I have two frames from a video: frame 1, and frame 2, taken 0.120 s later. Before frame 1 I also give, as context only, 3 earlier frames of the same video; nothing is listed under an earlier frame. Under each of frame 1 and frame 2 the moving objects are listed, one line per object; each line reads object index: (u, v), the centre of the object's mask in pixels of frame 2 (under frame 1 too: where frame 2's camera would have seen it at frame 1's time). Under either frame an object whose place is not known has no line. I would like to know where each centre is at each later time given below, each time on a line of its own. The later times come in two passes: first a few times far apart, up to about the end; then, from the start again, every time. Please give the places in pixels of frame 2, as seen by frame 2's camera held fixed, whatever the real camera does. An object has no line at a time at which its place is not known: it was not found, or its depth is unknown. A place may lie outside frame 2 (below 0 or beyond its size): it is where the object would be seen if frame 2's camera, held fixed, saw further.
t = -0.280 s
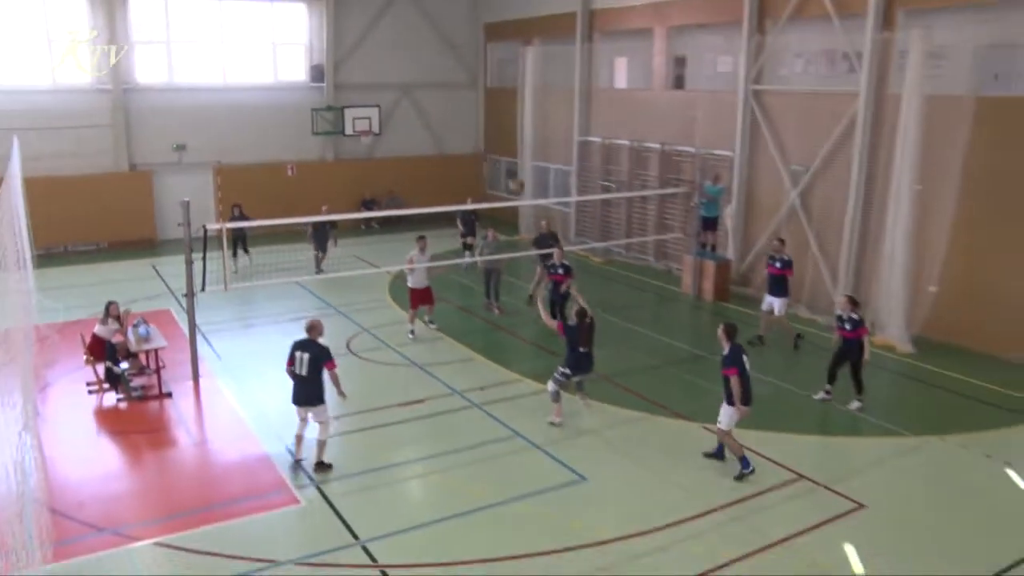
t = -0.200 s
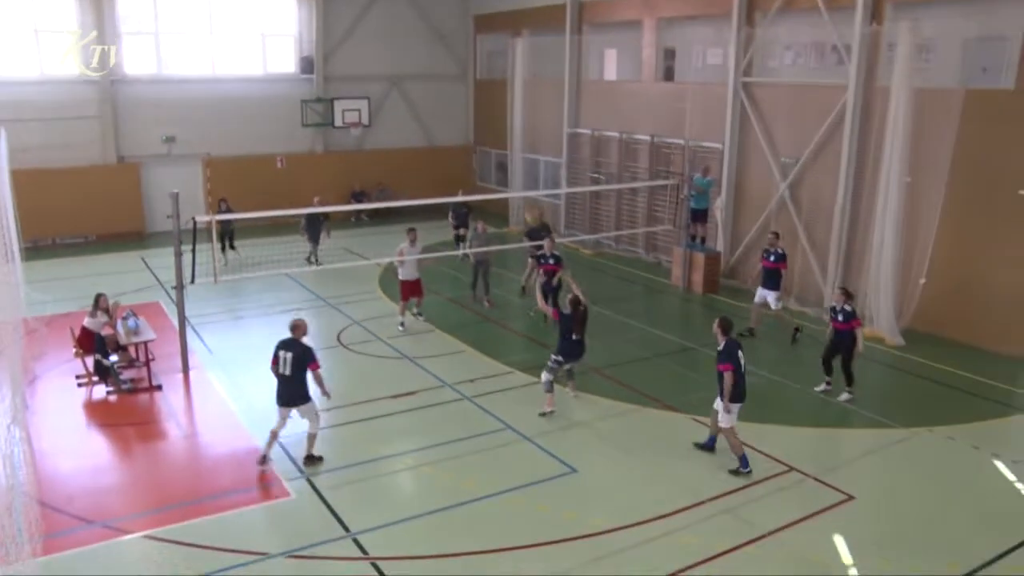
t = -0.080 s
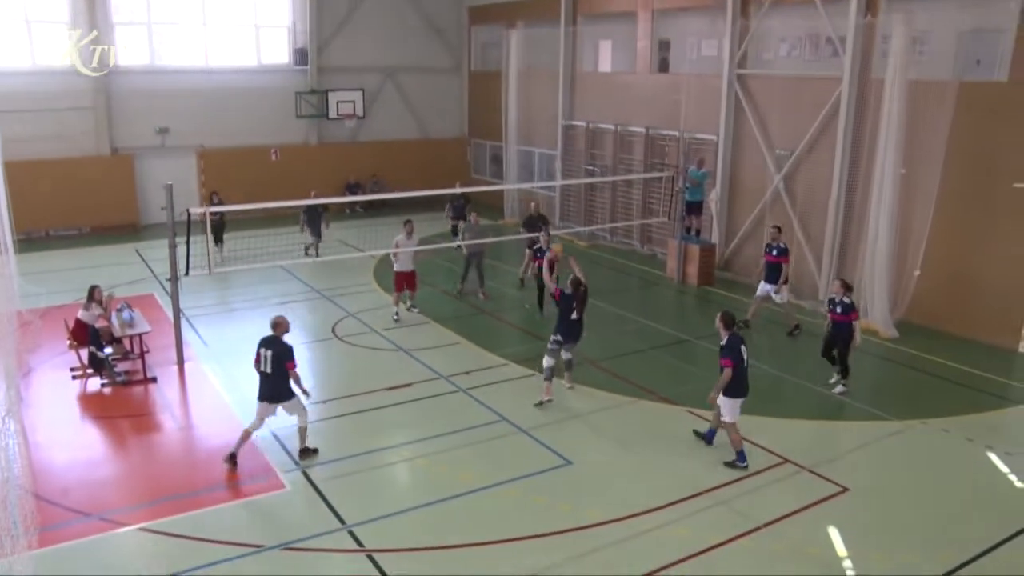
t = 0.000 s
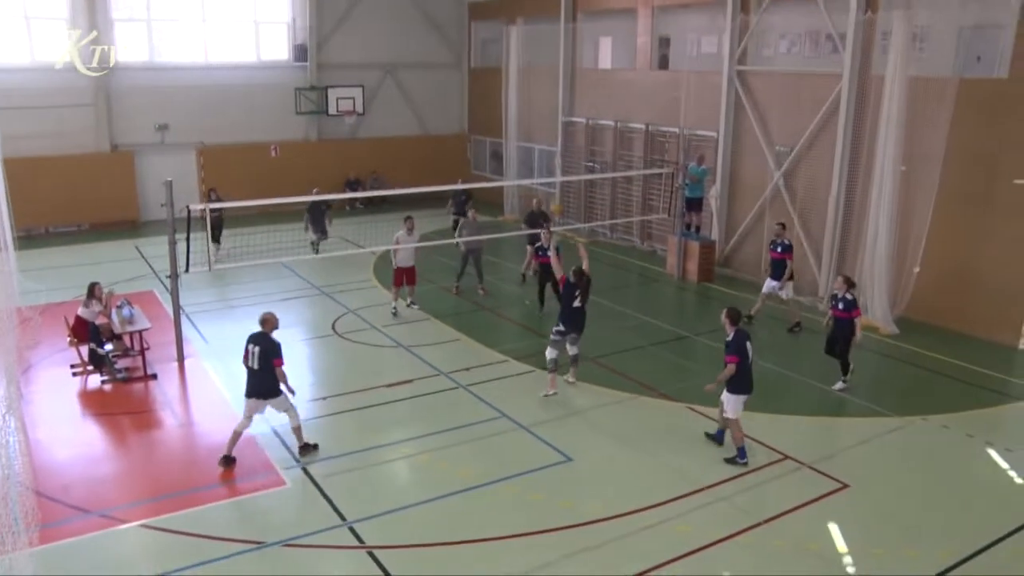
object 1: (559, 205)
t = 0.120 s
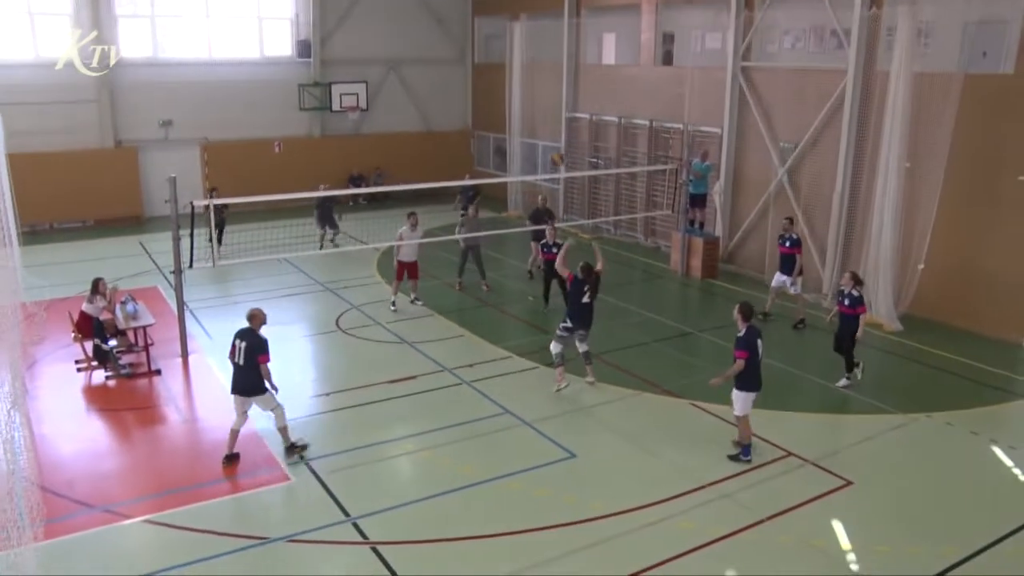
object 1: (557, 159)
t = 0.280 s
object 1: (550, 114)
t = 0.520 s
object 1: (543, 86)
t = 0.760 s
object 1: (533, 99)
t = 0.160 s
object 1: (556, 145)
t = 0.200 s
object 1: (554, 133)
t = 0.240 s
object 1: (552, 123)
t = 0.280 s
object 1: (550, 114)
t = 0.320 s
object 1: (549, 106)
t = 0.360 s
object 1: (548, 100)
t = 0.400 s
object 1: (547, 95)
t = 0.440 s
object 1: (546, 91)
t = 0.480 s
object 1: (544, 88)
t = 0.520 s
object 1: (543, 86)
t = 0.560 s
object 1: (542, 85)
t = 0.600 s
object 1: (541, 85)
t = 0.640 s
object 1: (538, 87)
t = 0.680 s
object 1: (536, 90)
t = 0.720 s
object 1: (534, 95)
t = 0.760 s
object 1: (533, 99)
